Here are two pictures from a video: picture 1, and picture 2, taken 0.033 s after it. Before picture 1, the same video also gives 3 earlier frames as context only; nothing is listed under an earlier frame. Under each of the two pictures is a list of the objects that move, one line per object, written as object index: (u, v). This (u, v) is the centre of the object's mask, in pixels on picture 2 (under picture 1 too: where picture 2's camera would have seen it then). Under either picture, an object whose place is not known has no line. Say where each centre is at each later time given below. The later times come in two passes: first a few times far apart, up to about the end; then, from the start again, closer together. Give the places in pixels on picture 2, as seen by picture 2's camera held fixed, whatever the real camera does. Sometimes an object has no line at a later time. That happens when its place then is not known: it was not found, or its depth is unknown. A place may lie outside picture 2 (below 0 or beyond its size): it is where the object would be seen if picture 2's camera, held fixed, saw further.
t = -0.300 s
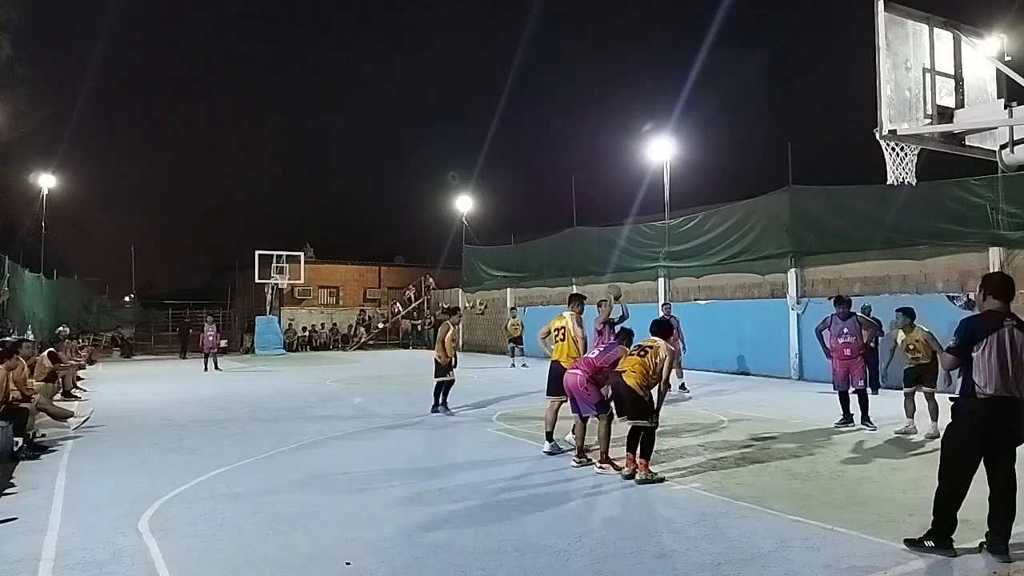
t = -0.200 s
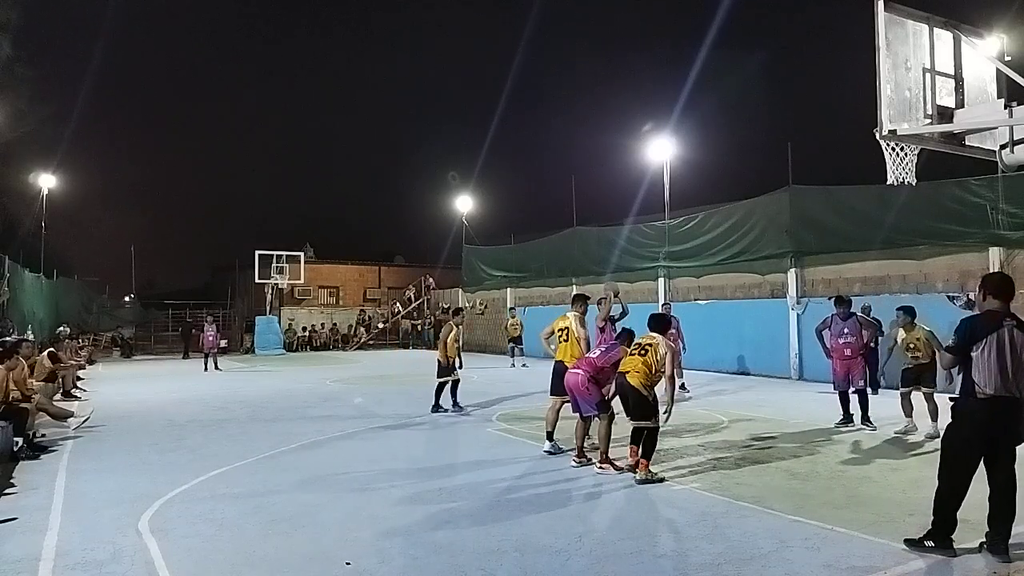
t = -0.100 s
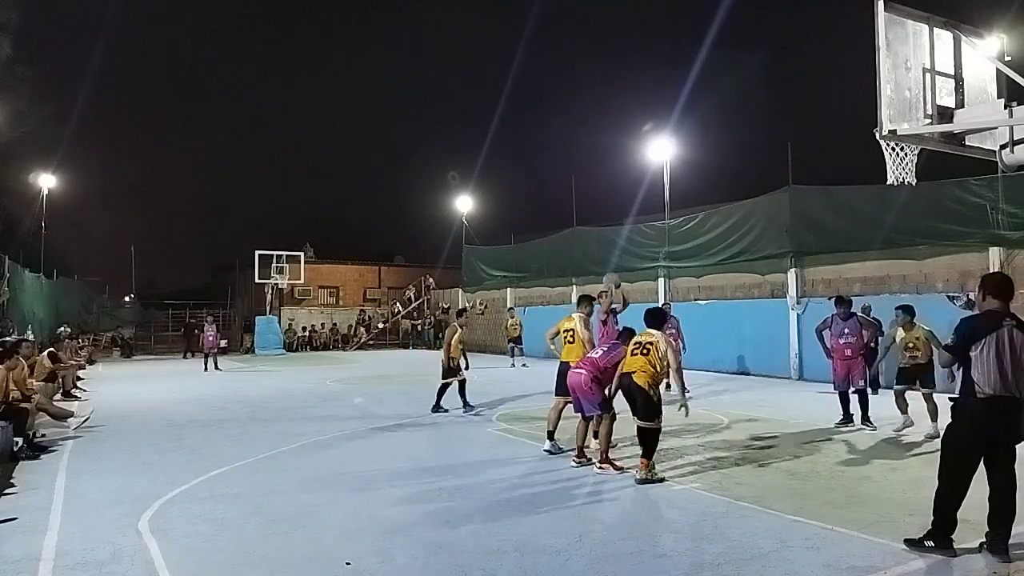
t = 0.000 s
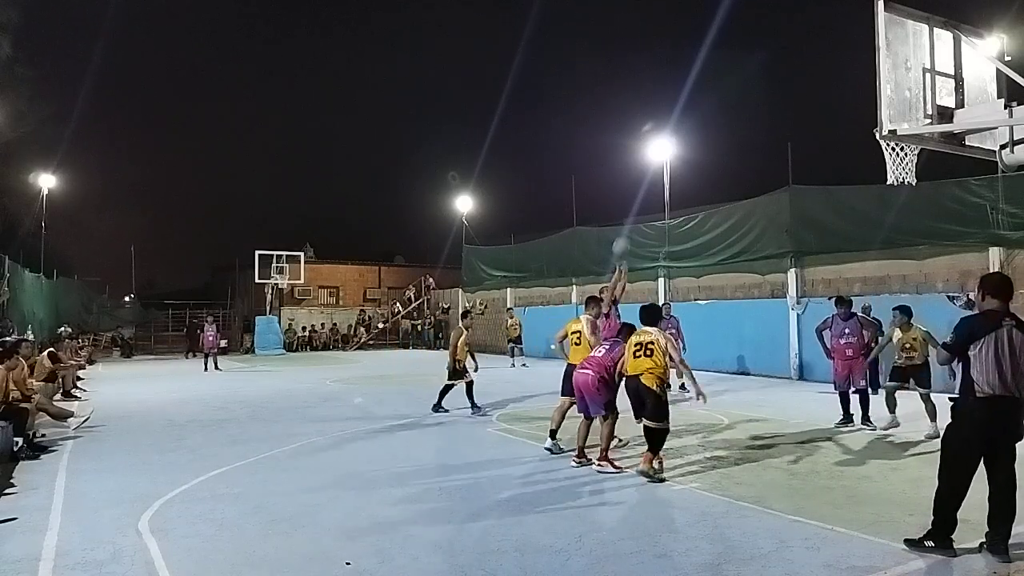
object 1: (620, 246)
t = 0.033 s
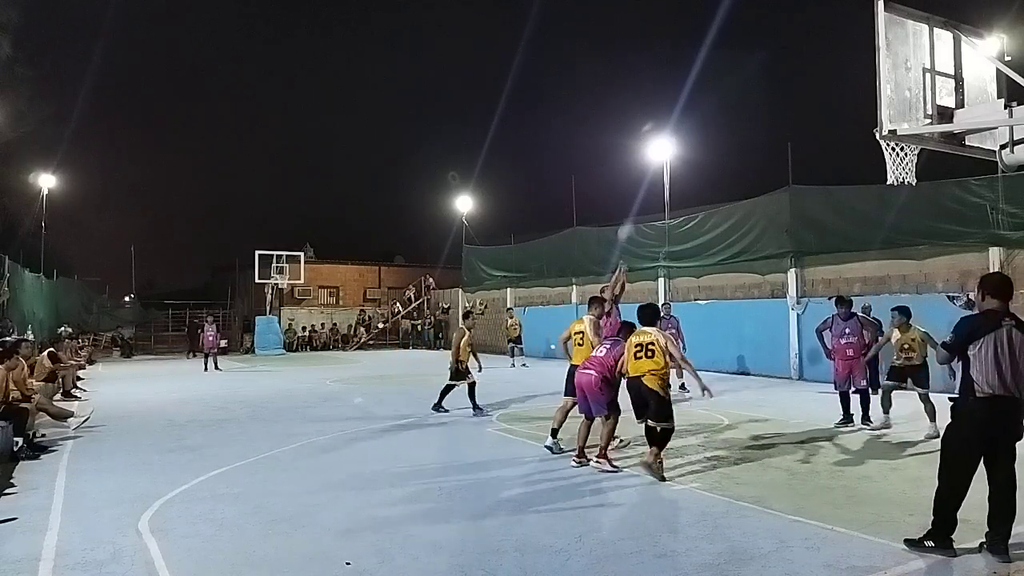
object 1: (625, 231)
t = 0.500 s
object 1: (714, 91)
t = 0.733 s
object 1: (771, 70)
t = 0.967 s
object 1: (839, 97)
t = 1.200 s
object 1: (847, 115)
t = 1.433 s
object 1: (804, 133)
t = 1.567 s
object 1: (781, 164)
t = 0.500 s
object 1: (714, 91)
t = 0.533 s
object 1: (722, 86)
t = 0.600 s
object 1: (737, 77)
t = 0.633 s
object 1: (745, 75)
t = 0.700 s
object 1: (763, 71)
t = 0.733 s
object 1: (771, 70)
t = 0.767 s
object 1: (780, 71)
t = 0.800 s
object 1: (789, 72)
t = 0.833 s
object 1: (799, 75)
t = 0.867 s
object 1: (809, 79)
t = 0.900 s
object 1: (818, 83)
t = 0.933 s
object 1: (829, 89)
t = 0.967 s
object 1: (839, 97)
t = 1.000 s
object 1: (850, 105)
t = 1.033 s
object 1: (862, 115)
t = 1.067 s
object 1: (868, 125)
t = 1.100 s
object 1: (866, 123)
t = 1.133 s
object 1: (861, 119)
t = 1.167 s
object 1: (854, 116)
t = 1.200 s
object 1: (847, 115)
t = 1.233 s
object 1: (841, 114)
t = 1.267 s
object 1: (835, 115)
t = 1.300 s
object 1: (828, 116)
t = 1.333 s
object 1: (822, 119)
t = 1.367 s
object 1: (816, 123)
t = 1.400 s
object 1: (810, 127)
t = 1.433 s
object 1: (804, 133)
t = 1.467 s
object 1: (799, 140)
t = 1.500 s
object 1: (792, 147)
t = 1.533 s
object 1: (787, 155)
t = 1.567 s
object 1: (781, 164)
